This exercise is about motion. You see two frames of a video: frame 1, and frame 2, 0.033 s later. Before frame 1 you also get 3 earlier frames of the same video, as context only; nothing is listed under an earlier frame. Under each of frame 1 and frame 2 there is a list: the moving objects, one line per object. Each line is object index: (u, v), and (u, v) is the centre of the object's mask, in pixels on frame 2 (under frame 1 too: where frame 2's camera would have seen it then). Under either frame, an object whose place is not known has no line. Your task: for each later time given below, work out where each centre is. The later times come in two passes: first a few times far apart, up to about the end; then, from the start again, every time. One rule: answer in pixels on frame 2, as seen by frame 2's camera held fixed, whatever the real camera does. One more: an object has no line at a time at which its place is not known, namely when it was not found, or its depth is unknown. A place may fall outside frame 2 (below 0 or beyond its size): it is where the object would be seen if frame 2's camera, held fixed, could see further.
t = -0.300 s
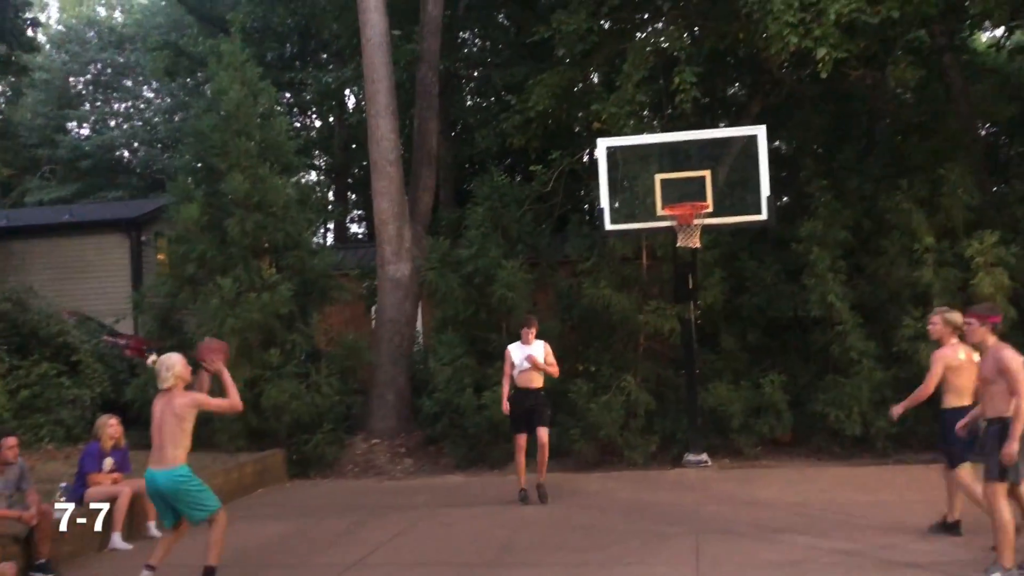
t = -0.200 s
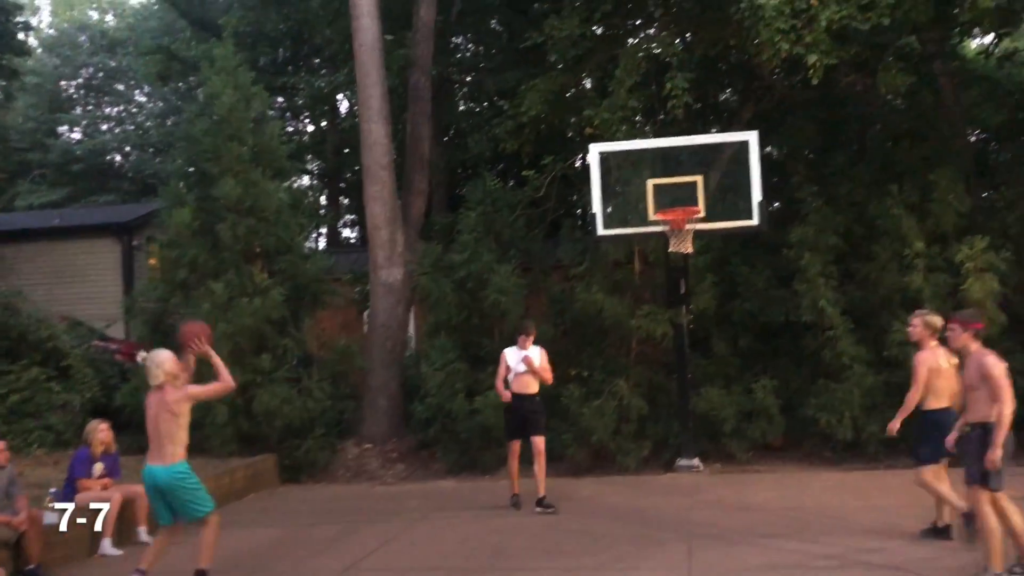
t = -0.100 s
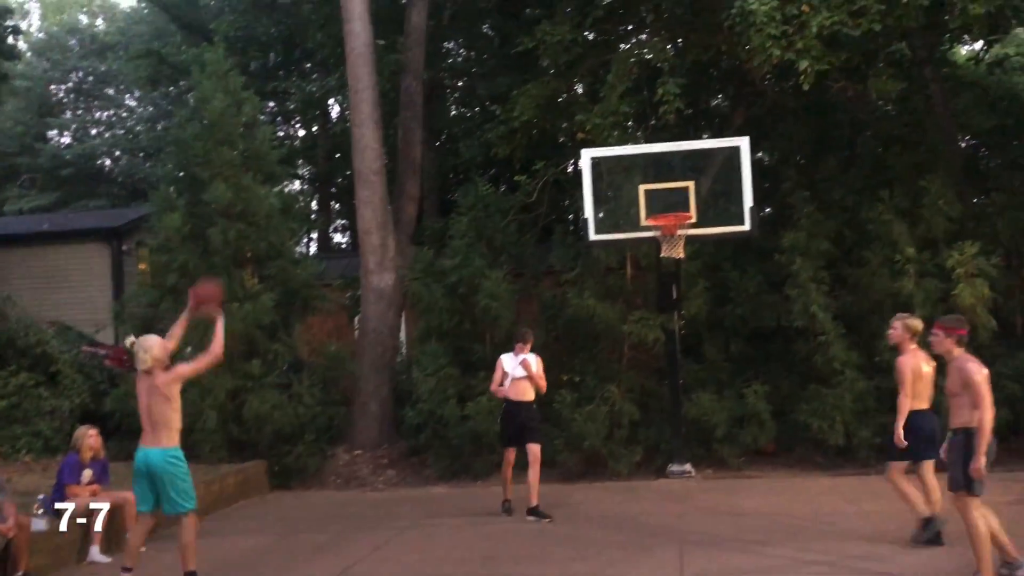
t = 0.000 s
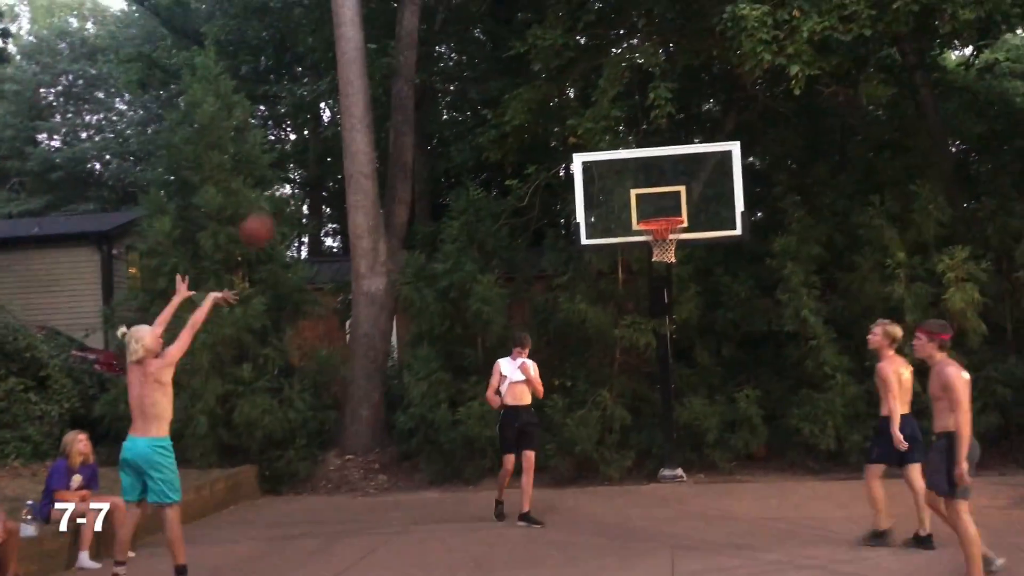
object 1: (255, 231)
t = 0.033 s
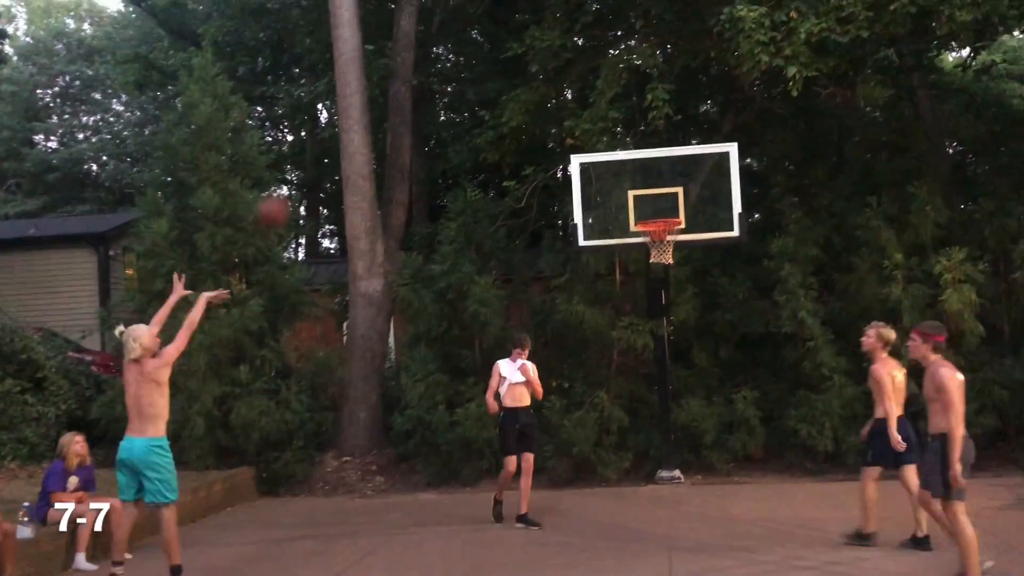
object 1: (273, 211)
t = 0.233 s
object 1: (381, 132)
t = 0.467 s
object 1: (486, 107)
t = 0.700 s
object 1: (576, 137)
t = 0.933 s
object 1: (653, 209)
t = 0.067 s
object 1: (294, 193)
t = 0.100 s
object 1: (313, 178)
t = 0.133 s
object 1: (329, 165)
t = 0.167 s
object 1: (346, 152)
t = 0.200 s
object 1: (366, 140)
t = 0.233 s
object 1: (381, 132)
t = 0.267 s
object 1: (397, 124)
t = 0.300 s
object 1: (413, 117)
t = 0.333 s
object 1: (427, 113)
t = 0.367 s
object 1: (442, 109)
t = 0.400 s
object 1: (457, 107)
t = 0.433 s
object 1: (472, 106)
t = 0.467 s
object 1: (486, 107)
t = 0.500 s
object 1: (498, 108)
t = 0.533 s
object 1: (512, 110)
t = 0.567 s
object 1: (525, 114)
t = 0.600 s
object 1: (539, 118)
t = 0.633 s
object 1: (551, 123)
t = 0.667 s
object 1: (563, 130)
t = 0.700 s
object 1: (576, 137)
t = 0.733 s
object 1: (587, 144)
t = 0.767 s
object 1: (598, 154)
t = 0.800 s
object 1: (611, 165)
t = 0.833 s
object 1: (621, 174)
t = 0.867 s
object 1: (631, 183)
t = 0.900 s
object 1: (644, 197)
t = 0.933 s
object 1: (653, 209)
